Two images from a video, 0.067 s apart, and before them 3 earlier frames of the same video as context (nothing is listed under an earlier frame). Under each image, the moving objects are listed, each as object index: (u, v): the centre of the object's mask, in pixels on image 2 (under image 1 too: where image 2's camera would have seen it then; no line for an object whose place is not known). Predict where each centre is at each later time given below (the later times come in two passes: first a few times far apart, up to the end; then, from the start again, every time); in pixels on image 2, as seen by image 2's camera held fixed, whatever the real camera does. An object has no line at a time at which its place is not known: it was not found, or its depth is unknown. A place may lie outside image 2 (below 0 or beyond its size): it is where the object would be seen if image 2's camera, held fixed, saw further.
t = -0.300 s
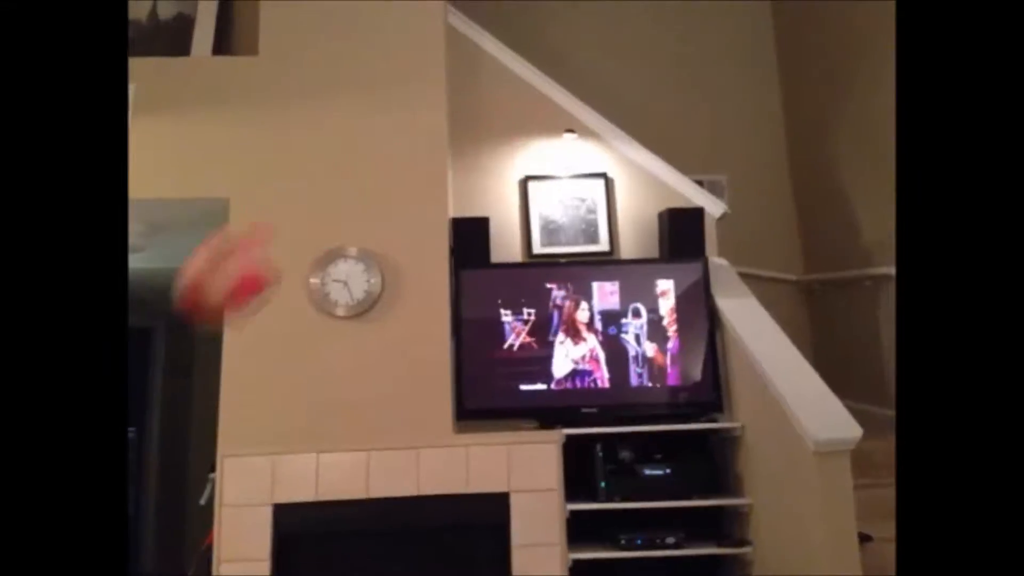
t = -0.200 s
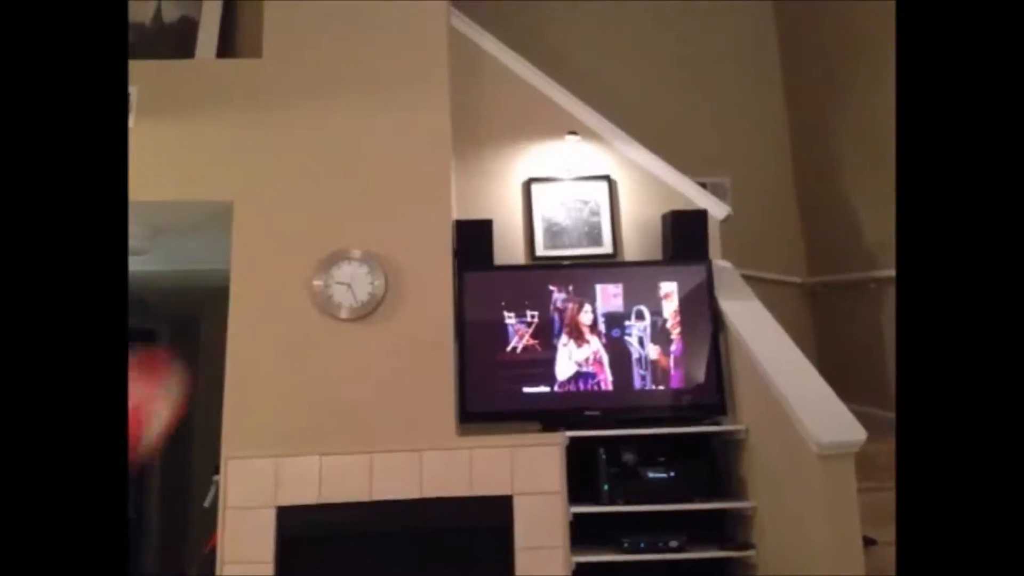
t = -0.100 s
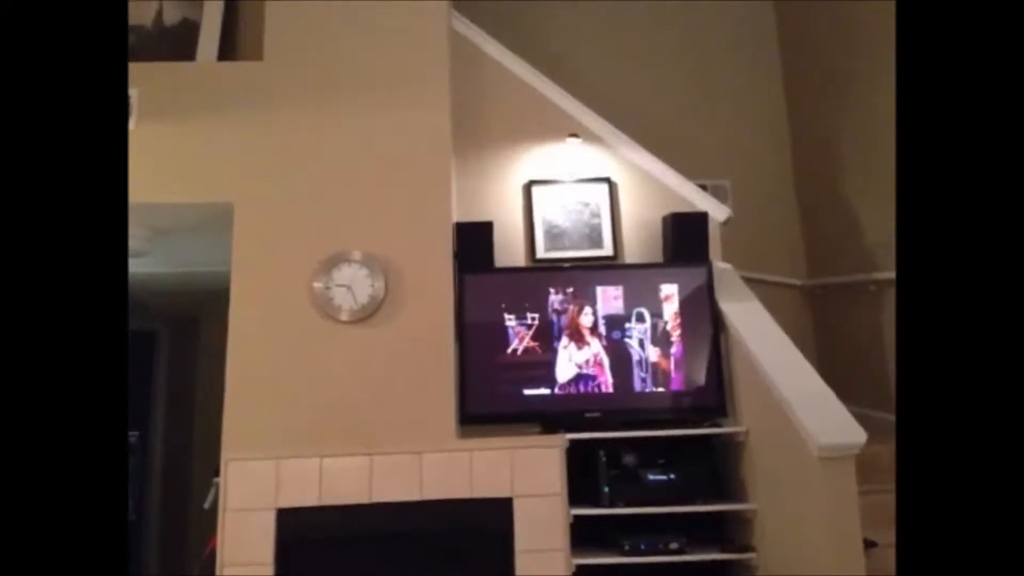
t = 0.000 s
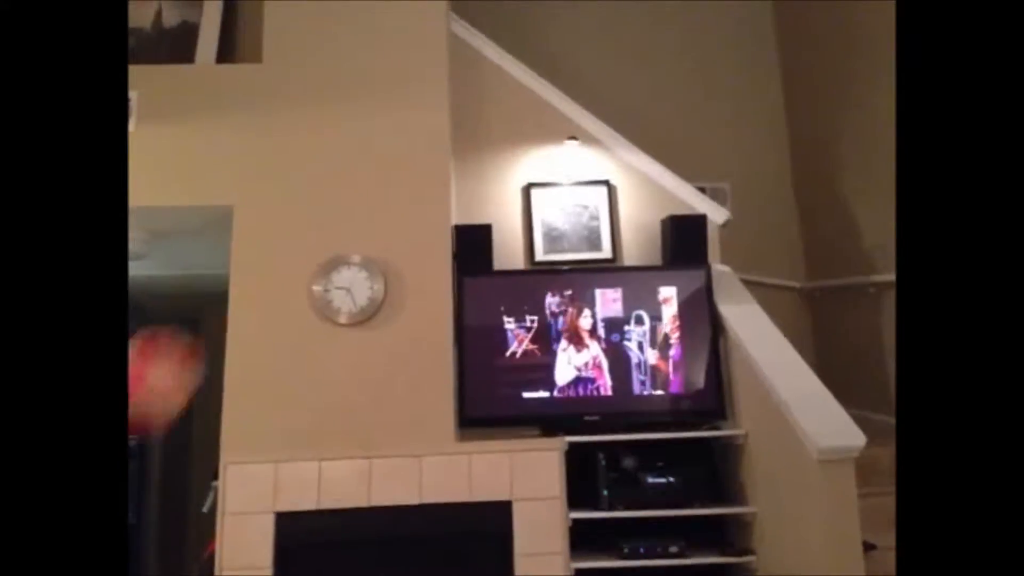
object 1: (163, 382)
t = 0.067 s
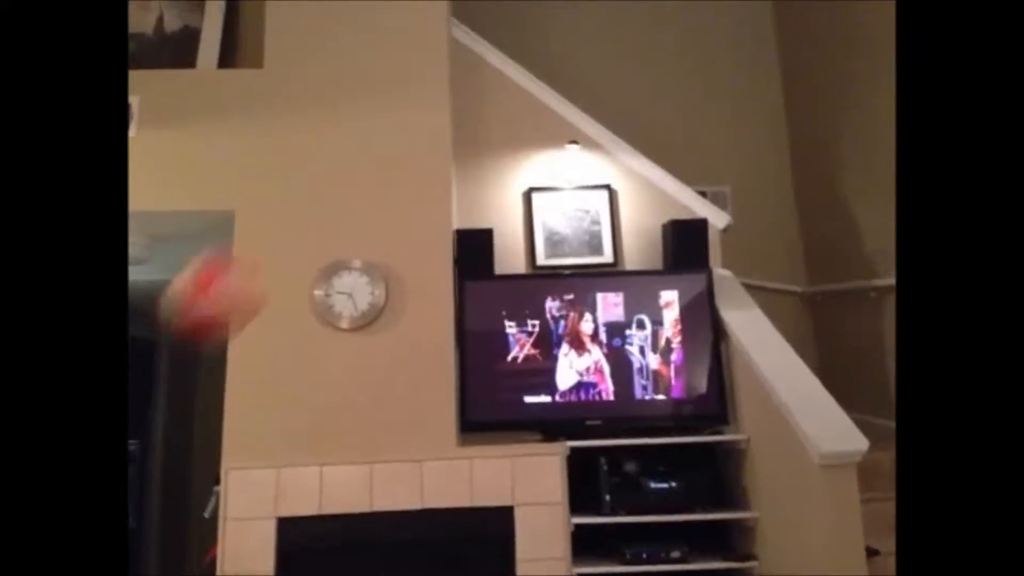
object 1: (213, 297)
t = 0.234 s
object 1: (366, 144)
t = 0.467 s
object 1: (568, 90)
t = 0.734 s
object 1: (821, 270)
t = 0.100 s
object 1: (248, 257)
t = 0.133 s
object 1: (280, 221)
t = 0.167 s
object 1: (313, 190)
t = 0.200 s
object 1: (344, 164)
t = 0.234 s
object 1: (366, 144)
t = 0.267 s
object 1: (400, 122)
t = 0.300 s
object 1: (426, 108)
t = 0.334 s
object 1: (456, 98)
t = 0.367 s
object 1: (481, 92)
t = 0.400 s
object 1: (511, 87)
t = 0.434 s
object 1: (538, 86)
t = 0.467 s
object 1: (568, 90)
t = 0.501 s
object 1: (595, 96)
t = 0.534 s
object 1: (627, 107)
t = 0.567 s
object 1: (655, 122)
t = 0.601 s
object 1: (686, 142)
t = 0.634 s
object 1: (718, 166)
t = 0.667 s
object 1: (752, 197)
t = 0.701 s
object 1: (787, 231)
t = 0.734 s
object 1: (821, 270)
